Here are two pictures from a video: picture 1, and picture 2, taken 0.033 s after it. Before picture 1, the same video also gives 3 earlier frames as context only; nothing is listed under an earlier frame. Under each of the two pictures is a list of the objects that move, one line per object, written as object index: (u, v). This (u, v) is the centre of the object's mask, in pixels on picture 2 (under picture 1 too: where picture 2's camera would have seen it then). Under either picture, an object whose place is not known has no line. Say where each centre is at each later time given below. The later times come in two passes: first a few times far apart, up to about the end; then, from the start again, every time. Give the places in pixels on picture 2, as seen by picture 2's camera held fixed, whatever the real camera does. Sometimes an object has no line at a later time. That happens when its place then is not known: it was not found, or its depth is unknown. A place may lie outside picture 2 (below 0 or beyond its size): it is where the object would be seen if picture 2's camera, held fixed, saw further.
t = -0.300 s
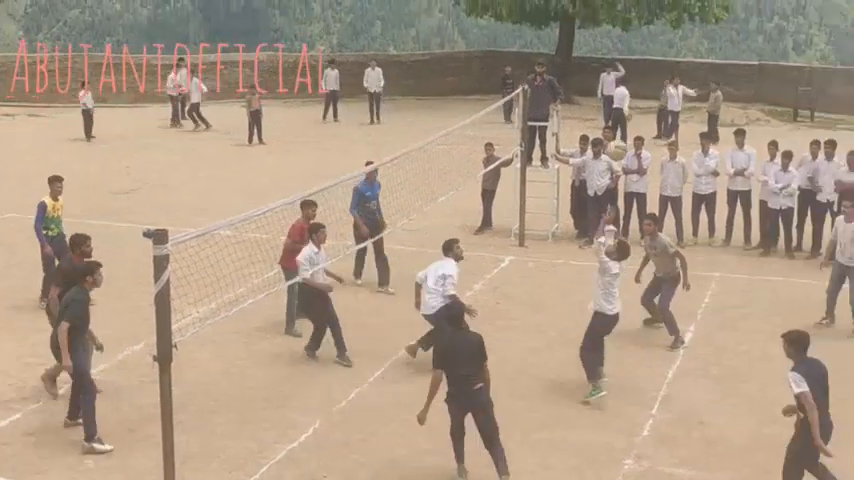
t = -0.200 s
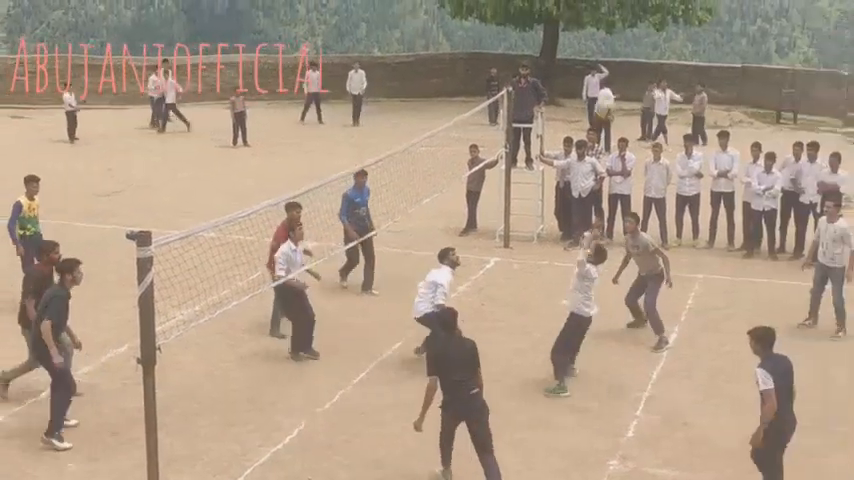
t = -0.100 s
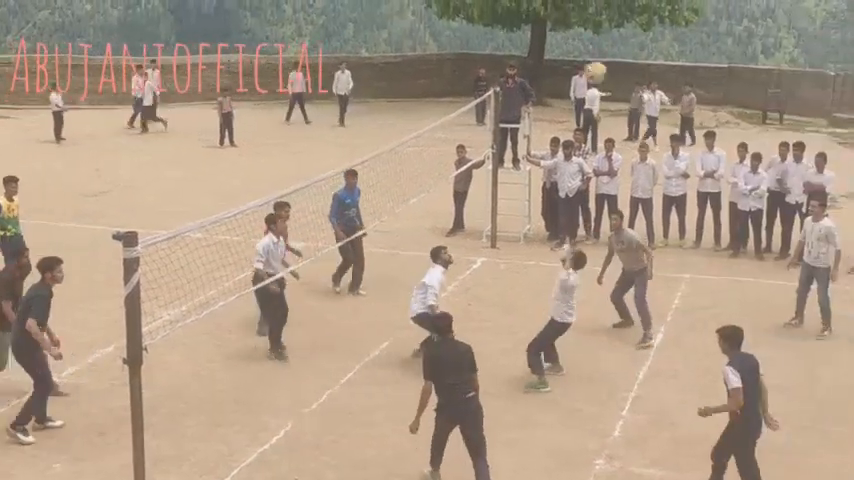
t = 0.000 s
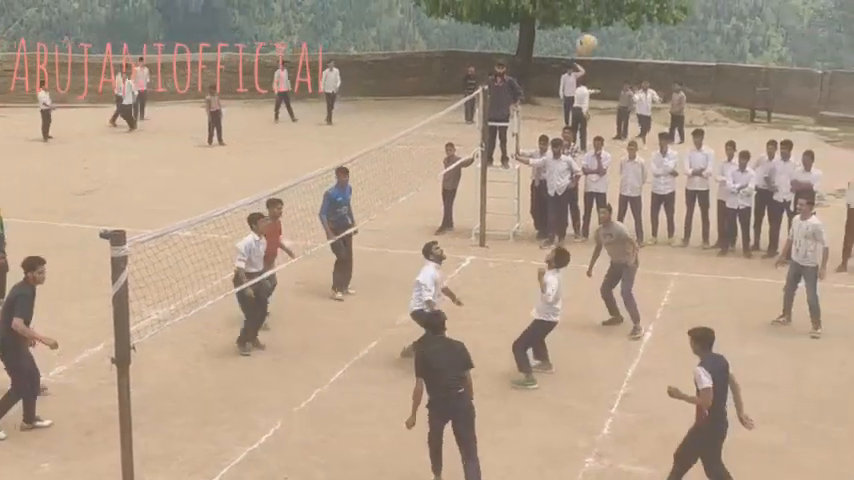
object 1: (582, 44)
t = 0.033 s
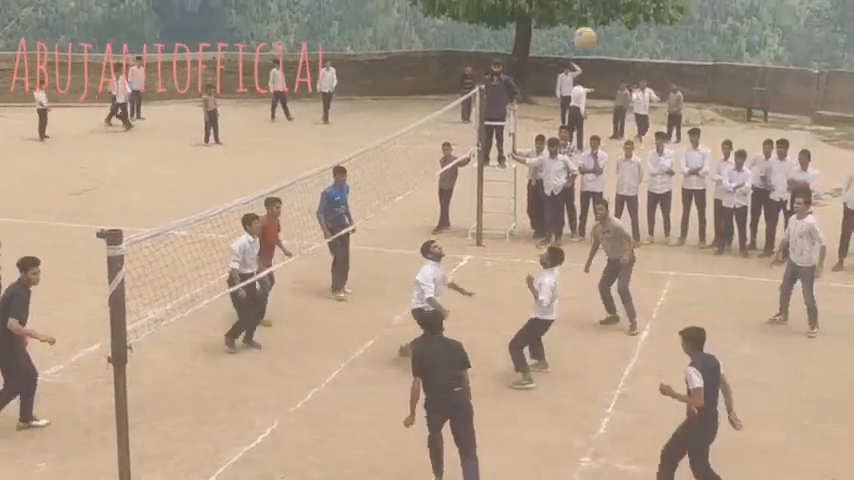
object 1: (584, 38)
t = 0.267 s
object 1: (591, 23)
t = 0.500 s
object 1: (596, 61)
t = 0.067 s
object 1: (586, 33)
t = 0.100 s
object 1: (587, 28)
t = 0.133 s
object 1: (588, 25)
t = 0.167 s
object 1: (589, 24)
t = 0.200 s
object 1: (589, 23)
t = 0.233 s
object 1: (590, 22)
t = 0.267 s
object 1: (591, 23)
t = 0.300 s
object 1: (591, 25)
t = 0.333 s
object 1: (593, 27)
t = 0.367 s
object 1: (593, 31)
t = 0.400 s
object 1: (594, 37)
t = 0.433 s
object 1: (595, 45)
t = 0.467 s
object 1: (595, 53)
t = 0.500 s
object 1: (596, 61)
